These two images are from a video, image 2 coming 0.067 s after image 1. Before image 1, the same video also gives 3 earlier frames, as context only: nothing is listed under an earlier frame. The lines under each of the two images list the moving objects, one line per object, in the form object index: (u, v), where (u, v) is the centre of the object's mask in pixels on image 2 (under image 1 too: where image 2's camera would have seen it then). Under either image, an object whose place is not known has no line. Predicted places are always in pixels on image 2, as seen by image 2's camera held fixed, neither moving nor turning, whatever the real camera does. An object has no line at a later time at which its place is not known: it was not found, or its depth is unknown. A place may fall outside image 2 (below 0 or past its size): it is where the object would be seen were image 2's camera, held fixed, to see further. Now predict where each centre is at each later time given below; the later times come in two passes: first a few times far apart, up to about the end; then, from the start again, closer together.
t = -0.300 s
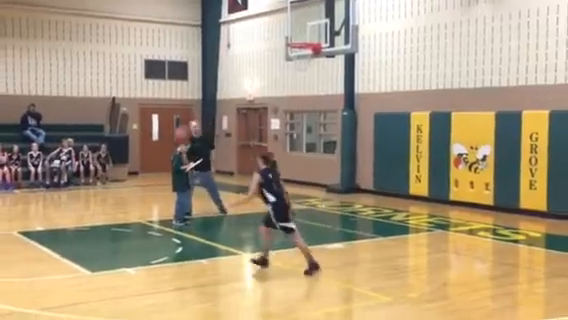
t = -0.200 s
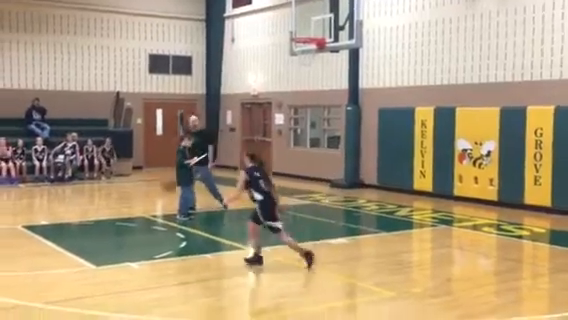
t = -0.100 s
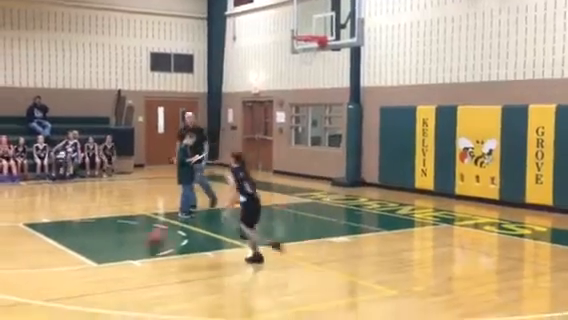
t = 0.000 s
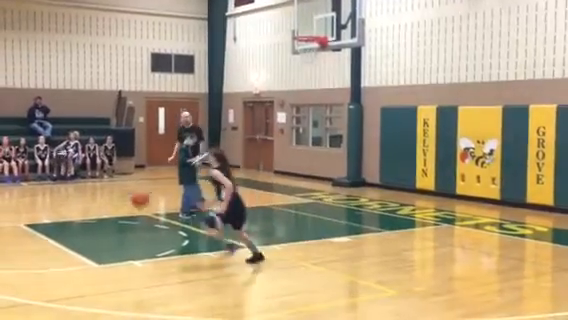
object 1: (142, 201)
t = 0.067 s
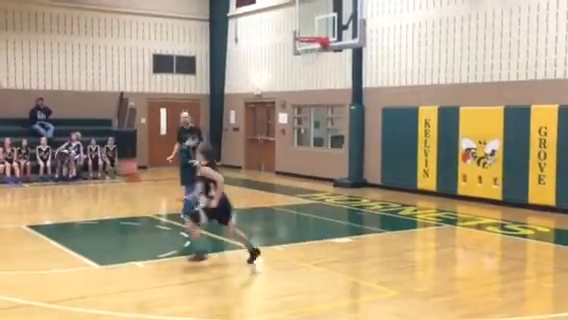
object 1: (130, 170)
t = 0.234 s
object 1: (99, 119)
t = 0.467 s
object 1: (52, 73)
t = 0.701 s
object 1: (2, 76)
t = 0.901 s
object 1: (-46, 113)
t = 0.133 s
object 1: (119, 149)
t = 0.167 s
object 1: (112, 137)
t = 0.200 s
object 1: (106, 126)
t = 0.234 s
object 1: (99, 119)
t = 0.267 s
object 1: (94, 109)
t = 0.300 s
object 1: (87, 102)
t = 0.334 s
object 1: (81, 96)
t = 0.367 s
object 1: (73, 88)
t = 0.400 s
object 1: (66, 83)
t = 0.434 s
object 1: (59, 78)
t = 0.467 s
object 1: (52, 73)
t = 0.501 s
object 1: (46, 72)
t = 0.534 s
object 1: (38, 70)
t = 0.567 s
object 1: (32, 69)
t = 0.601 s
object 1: (24, 69)
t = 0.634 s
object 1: (17, 69)
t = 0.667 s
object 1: (9, 72)
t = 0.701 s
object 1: (2, 76)
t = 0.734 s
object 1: (-6, 79)
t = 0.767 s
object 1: (-13, 84)
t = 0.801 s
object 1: (-22, 91)
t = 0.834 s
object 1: (-29, 95)
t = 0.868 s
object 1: (-37, 105)
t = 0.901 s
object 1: (-46, 113)
